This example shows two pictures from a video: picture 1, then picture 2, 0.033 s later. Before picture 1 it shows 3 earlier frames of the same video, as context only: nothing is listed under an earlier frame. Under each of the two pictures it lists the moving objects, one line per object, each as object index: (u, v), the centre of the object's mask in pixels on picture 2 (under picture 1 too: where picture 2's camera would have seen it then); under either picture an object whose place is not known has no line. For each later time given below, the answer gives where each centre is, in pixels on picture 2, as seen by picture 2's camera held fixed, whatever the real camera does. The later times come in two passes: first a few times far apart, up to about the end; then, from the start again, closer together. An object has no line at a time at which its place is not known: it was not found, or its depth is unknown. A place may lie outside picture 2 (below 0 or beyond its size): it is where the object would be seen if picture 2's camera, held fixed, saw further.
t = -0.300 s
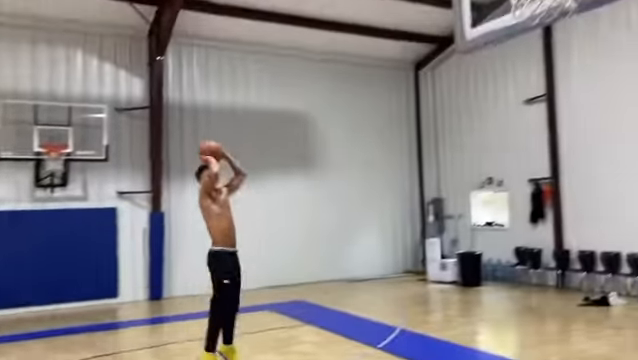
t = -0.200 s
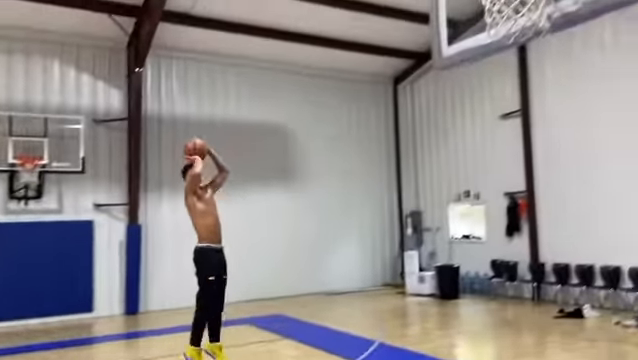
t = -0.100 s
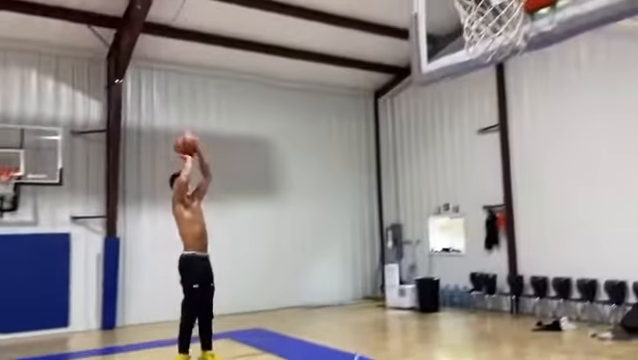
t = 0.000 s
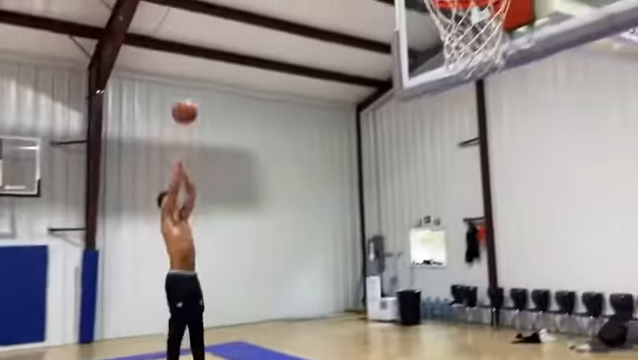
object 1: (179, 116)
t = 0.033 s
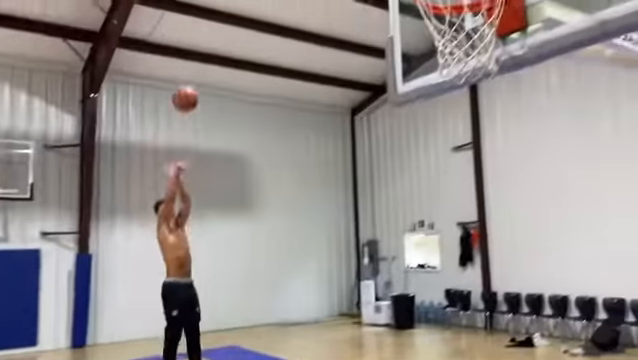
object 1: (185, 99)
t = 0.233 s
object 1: (226, 14)
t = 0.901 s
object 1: (487, 23)
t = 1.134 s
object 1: (480, 239)
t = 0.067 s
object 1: (191, 84)
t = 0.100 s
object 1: (197, 68)
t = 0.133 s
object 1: (204, 53)
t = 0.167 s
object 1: (211, 40)
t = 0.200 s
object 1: (219, 26)
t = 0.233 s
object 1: (226, 14)
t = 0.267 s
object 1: (235, 2)
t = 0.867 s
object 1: (485, 1)
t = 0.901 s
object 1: (487, 23)
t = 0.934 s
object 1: (485, 69)
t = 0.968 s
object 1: (483, 79)
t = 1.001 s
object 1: (481, 106)
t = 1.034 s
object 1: (480, 136)
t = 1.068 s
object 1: (481, 169)
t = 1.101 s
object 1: (481, 202)
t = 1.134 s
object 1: (480, 239)
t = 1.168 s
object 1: (480, 277)
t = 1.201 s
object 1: (481, 317)
